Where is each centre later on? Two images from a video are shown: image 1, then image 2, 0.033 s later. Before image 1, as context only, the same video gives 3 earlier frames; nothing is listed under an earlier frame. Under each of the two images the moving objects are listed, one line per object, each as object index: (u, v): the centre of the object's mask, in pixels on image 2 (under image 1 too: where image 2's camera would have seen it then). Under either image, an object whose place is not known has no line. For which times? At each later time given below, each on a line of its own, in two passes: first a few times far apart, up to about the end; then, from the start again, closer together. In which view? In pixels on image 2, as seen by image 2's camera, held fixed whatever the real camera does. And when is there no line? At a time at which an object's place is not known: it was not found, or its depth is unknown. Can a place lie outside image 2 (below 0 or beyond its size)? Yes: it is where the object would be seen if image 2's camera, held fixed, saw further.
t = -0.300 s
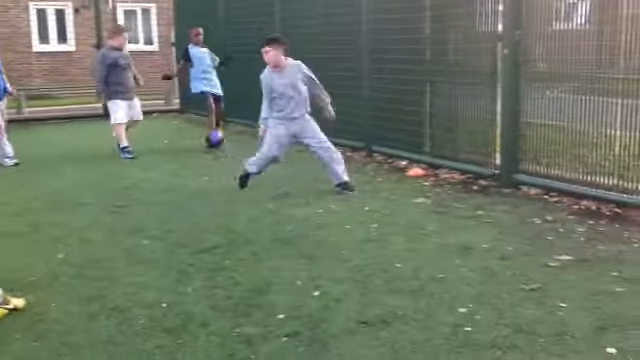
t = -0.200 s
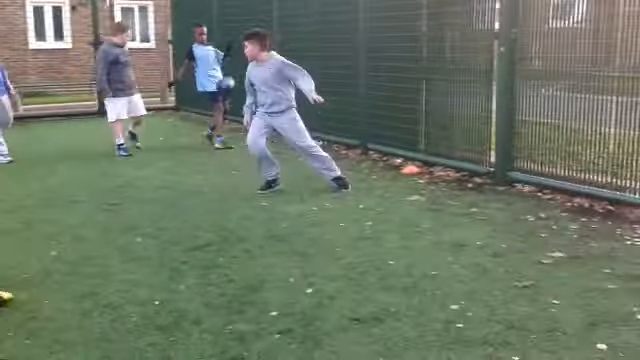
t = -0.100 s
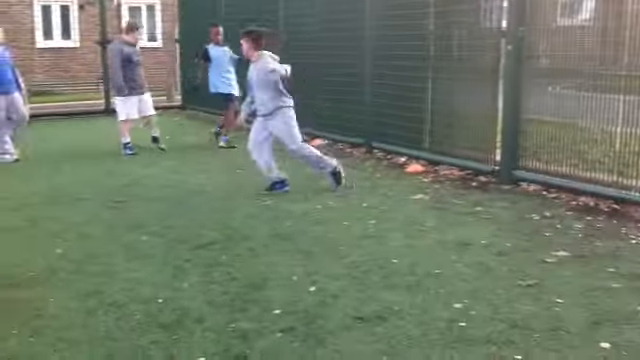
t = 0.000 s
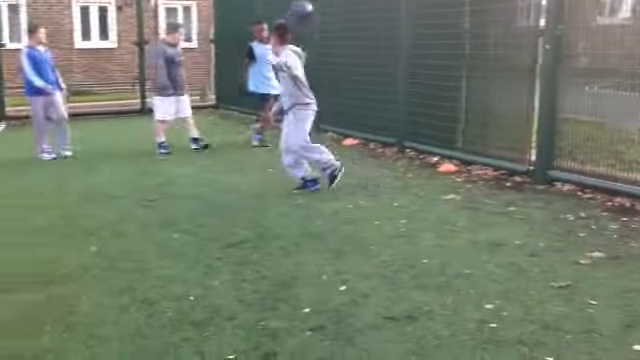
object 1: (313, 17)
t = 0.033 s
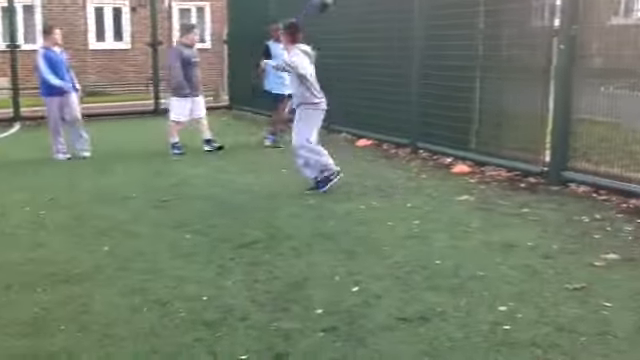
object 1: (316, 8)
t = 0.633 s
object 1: (439, 10)
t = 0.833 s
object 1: (469, 81)
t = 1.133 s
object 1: (455, 128)
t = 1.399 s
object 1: (424, 99)
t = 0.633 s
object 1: (439, 10)
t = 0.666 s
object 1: (446, 21)
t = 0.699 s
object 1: (453, 33)
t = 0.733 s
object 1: (461, 44)
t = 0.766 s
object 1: (467, 60)
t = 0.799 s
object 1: (468, 71)
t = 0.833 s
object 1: (469, 81)
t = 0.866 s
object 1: (469, 95)
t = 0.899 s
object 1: (469, 110)
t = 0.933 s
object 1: (469, 126)
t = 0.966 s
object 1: (469, 143)
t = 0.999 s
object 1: (471, 162)
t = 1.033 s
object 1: (468, 164)
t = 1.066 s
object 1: (464, 149)
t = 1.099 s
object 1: (459, 138)
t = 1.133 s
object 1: (455, 128)
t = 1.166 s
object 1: (451, 121)
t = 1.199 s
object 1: (448, 113)
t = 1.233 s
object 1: (443, 108)
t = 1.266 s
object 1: (438, 103)
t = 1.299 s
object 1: (434, 101)
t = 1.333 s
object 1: (431, 100)
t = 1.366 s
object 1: (428, 99)
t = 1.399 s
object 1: (424, 99)
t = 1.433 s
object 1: (421, 101)
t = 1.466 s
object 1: (417, 103)
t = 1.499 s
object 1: (413, 105)
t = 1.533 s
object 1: (409, 111)
